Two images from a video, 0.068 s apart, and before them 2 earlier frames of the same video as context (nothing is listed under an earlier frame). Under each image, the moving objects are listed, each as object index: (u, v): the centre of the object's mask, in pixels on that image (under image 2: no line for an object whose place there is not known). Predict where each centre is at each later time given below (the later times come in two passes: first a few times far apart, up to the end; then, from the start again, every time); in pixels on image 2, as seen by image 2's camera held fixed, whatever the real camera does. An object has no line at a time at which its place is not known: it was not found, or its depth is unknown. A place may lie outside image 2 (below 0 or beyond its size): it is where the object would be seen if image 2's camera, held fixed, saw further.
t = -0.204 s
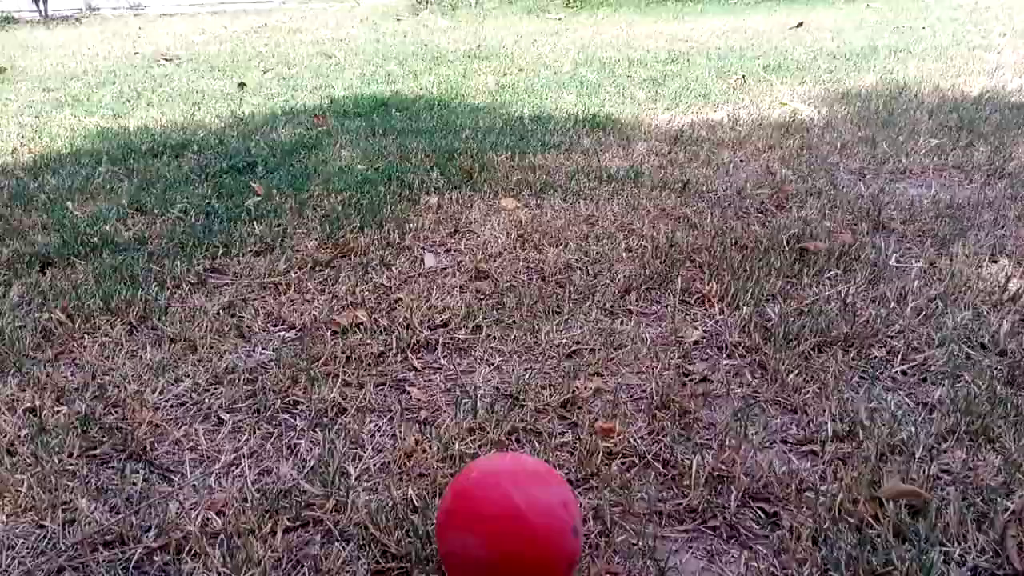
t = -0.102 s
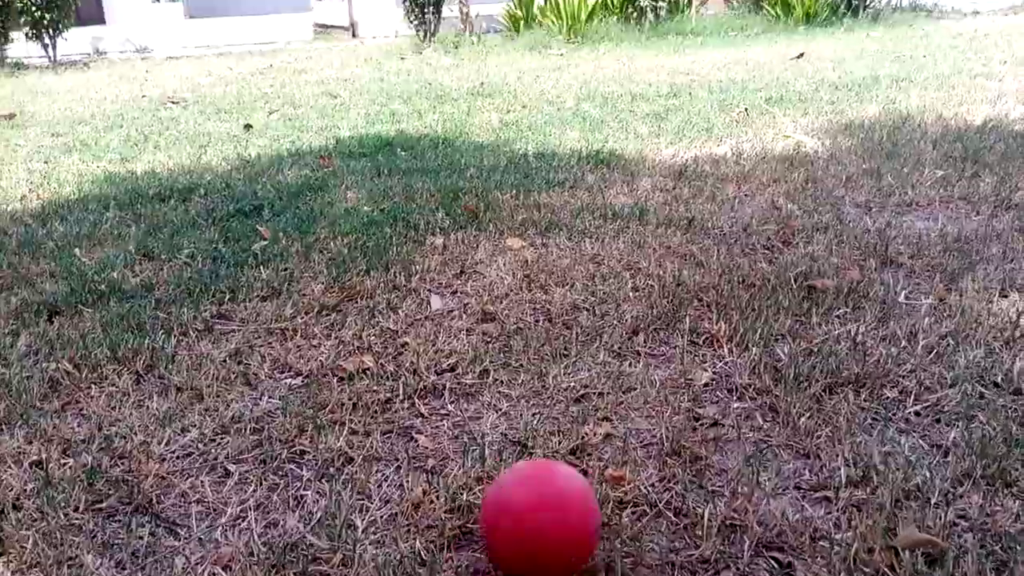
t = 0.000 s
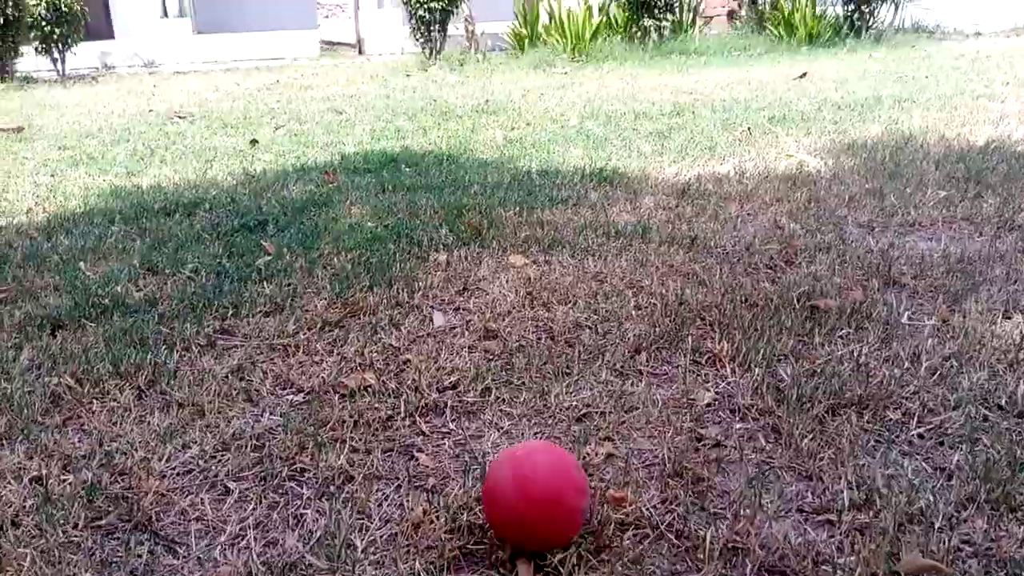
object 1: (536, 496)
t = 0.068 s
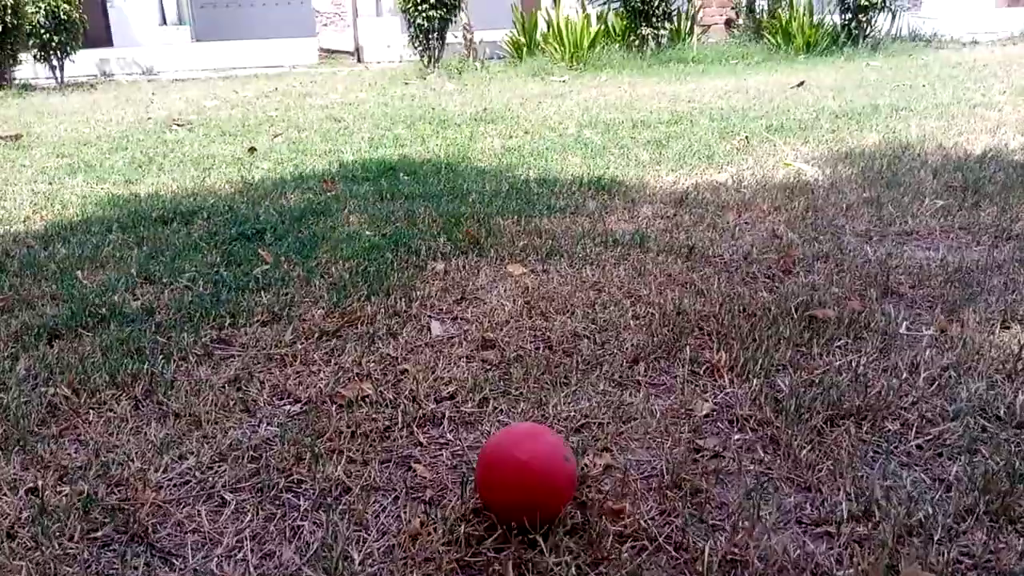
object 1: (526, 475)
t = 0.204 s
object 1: (535, 441)
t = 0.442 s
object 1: (551, 411)
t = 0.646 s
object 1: (572, 402)
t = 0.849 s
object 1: (574, 404)
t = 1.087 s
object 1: (570, 404)
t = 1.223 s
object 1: (569, 405)
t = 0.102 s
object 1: (526, 460)
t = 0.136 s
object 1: (528, 449)
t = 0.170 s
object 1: (532, 445)
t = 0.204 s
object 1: (535, 441)
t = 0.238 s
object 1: (537, 433)
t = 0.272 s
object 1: (540, 430)
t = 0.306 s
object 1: (543, 425)
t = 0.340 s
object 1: (546, 420)
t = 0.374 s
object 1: (547, 418)
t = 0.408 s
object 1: (549, 416)
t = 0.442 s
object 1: (551, 411)
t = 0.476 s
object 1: (553, 407)
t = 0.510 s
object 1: (556, 404)
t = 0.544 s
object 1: (558, 403)
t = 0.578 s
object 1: (561, 401)
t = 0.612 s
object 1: (567, 401)
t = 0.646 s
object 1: (572, 402)
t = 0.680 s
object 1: (574, 402)
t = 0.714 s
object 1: (575, 403)
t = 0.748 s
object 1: (575, 403)
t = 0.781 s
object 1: (575, 404)
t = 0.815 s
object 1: (575, 404)
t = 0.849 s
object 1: (574, 404)
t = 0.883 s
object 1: (573, 404)
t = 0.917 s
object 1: (572, 404)
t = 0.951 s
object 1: (571, 403)
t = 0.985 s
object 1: (570, 404)
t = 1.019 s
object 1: (570, 404)
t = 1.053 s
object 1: (570, 404)
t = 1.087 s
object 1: (570, 404)
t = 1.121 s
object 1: (570, 404)
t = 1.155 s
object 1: (570, 404)
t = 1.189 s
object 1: (569, 405)
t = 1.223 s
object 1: (569, 405)
